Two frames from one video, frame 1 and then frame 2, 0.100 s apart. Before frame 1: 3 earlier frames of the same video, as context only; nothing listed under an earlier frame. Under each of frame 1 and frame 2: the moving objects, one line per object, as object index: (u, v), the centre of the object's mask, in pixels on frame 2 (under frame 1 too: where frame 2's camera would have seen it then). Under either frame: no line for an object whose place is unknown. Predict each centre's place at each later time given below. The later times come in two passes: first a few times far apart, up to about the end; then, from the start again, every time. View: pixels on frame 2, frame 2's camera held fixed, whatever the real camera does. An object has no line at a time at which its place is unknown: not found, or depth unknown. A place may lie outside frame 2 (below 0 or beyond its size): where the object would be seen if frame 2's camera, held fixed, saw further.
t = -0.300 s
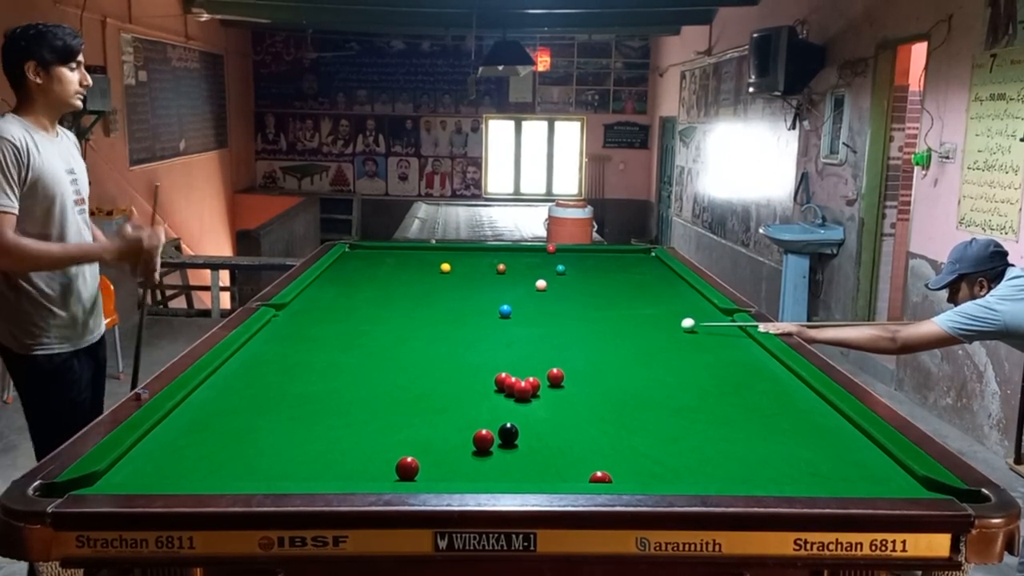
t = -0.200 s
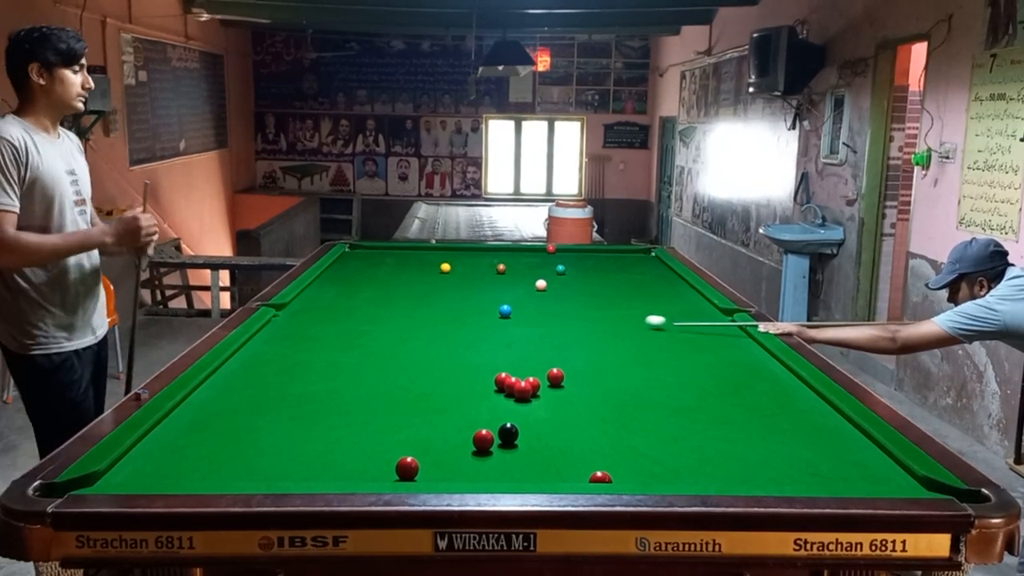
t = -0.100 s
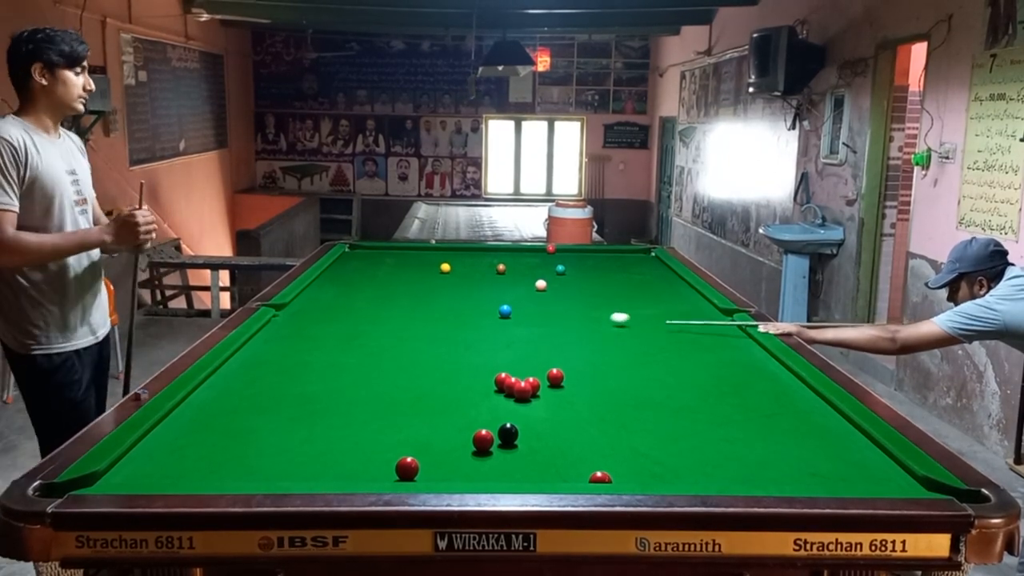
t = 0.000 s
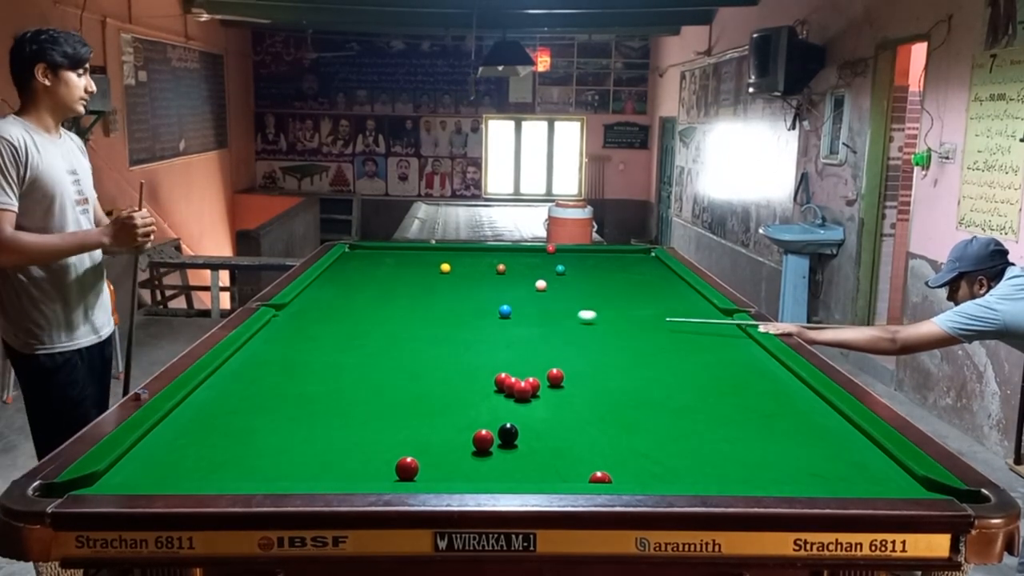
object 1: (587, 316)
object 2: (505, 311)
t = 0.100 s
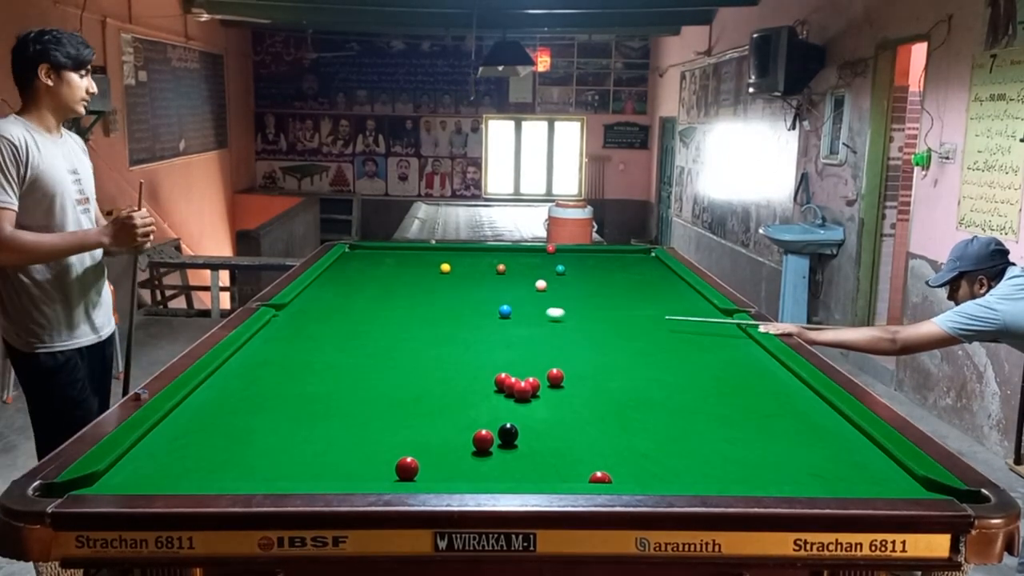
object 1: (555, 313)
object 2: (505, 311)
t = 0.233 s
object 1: (518, 311)
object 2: (502, 310)
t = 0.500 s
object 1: (503, 306)
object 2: (448, 309)
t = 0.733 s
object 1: (489, 302)
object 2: (406, 309)
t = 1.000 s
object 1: (475, 298)
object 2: (360, 308)
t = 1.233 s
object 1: (463, 295)
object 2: (322, 307)
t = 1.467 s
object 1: (453, 292)
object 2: (286, 306)
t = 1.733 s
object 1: (443, 289)
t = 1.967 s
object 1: (434, 287)
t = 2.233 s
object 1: (426, 285)
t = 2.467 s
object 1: (419, 284)
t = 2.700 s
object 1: (413, 282)
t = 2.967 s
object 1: (408, 281)
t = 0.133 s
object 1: (545, 313)
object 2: (505, 311)
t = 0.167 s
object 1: (534, 312)
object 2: (505, 311)
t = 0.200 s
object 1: (525, 311)
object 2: (505, 311)
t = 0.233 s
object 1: (518, 311)
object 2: (502, 310)
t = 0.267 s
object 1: (518, 311)
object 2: (493, 310)
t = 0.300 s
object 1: (516, 310)
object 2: (486, 310)
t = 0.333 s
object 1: (514, 309)
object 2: (479, 310)
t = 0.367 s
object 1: (512, 309)
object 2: (473, 310)
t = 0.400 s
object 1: (510, 308)
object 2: (467, 310)
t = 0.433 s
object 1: (507, 307)
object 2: (460, 310)
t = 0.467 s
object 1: (505, 307)
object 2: (454, 310)
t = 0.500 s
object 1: (503, 306)
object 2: (448, 309)
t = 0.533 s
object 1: (501, 306)
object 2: (442, 309)
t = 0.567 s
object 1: (499, 305)
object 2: (436, 309)
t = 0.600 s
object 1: (497, 305)
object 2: (430, 309)
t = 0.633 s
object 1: (495, 304)
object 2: (424, 309)
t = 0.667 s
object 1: (493, 304)
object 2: (418, 309)
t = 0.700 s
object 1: (491, 303)
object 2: (412, 309)
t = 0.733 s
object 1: (489, 302)
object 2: (406, 309)
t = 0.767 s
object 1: (488, 302)
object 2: (400, 309)
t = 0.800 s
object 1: (486, 302)
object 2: (394, 308)
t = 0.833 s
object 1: (484, 301)
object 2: (389, 308)
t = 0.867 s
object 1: (482, 300)
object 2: (383, 308)
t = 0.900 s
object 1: (480, 300)
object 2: (377, 308)
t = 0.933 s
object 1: (478, 299)
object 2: (372, 308)
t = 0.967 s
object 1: (477, 299)
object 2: (366, 308)
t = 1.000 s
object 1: (475, 298)
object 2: (360, 308)
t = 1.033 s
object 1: (473, 298)
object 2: (355, 308)
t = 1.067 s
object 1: (472, 297)
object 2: (349, 307)
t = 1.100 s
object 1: (470, 297)
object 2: (344, 307)
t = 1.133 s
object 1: (468, 297)
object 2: (338, 307)
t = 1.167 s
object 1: (467, 296)
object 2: (333, 307)
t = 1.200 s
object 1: (465, 296)
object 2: (327, 307)
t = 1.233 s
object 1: (463, 295)
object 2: (322, 307)
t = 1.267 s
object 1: (462, 295)
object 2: (317, 307)
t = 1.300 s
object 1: (461, 294)
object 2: (312, 307)
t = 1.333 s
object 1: (459, 294)
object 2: (306, 307)
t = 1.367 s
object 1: (458, 293)
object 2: (301, 307)
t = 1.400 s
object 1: (456, 293)
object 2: (296, 306)
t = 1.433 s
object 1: (455, 293)
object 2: (291, 306)
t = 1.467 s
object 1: (453, 292)
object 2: (286, 306)
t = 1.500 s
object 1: (452, 292)
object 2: (281, 306)
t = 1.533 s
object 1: (451, 292)
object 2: (280, 307)
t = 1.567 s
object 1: (449, 291)
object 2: (279, 308)
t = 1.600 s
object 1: (448, 291)
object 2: (278, 309)
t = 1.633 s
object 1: (447, 291)
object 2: (276, 310)
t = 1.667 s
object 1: (445, 290)
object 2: (276, 313)
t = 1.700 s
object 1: (444, 290)
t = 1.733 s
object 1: (443, 289)
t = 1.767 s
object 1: (441, 289)
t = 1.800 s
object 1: (440, 289)
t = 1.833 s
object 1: (439, 289)
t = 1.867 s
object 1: (438, 288)
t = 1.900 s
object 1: (436, 288)
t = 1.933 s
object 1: (435, 288)
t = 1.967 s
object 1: (434, 287)
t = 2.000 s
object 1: (433, 287)
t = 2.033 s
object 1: (432, 287)
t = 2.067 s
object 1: (431, 287)
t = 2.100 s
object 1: (430, 286)
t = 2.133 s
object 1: (429, 286)
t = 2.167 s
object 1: (428, 286)
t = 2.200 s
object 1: (427, 285)
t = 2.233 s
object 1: (426, 285)
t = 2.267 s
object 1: (425, 285)
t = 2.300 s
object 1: (424, 285)
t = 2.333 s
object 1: (423, 284)
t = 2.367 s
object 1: (422, 284)
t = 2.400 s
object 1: (421, 284)
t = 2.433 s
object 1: (420, 284)
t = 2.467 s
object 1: (419, 284)
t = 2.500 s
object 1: (418, 283)
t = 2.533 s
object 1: (417, 283)
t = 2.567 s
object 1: (416, 283)
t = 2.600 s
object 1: (416, 283)
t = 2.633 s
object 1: (415, 283)
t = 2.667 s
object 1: (414, 283)
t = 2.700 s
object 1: (413, 282)
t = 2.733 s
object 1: (412, 282)
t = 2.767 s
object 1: (412, 282)
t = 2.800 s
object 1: (411, 282)
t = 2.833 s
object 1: (410, 282)
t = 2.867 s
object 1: (410, 281)
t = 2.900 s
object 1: (409, 281)
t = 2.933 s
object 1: (408, 281)
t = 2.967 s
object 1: (408, 281)
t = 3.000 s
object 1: (407, 281)
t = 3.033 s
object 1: (406, 281)
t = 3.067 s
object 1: (406, 281)
